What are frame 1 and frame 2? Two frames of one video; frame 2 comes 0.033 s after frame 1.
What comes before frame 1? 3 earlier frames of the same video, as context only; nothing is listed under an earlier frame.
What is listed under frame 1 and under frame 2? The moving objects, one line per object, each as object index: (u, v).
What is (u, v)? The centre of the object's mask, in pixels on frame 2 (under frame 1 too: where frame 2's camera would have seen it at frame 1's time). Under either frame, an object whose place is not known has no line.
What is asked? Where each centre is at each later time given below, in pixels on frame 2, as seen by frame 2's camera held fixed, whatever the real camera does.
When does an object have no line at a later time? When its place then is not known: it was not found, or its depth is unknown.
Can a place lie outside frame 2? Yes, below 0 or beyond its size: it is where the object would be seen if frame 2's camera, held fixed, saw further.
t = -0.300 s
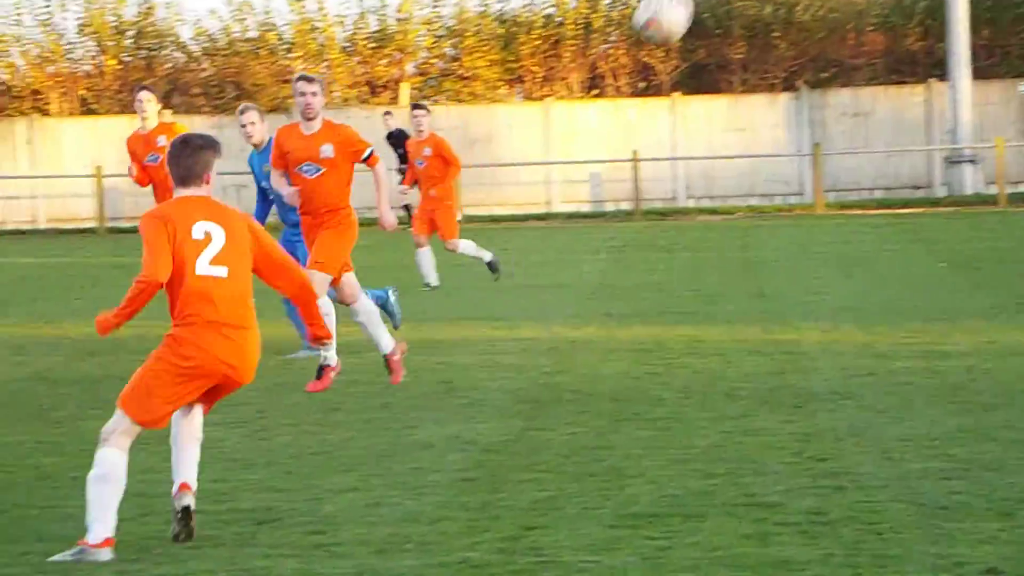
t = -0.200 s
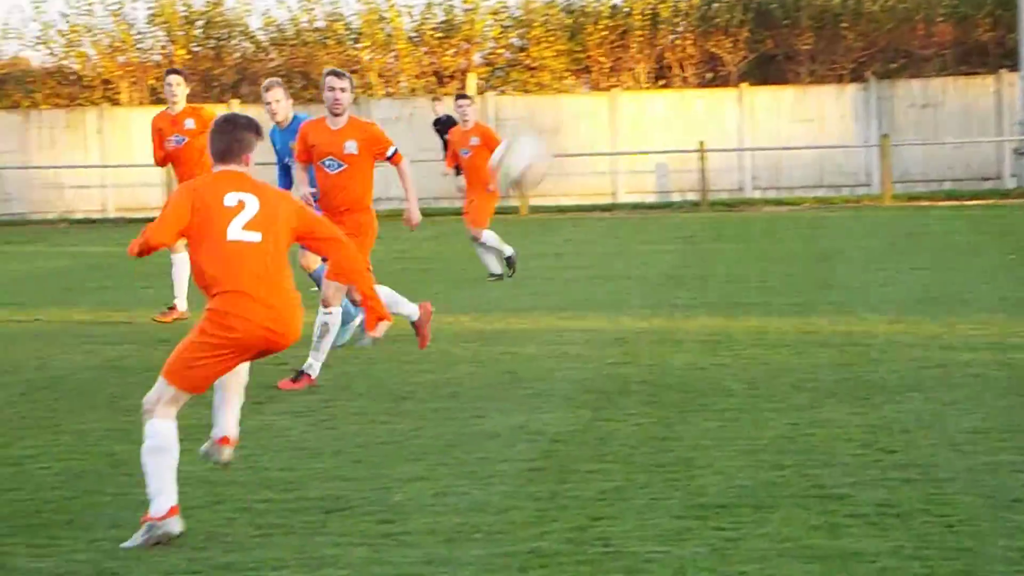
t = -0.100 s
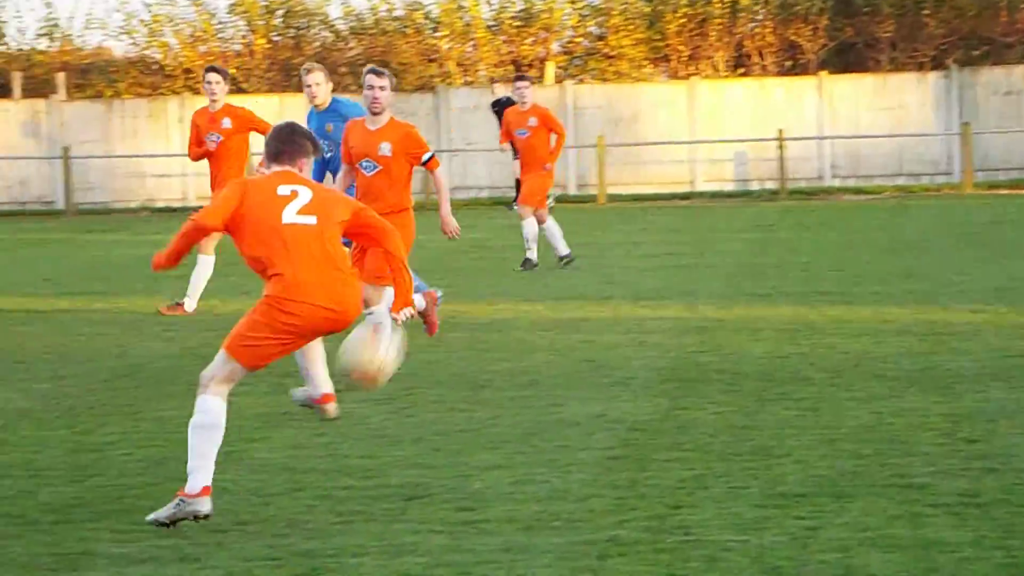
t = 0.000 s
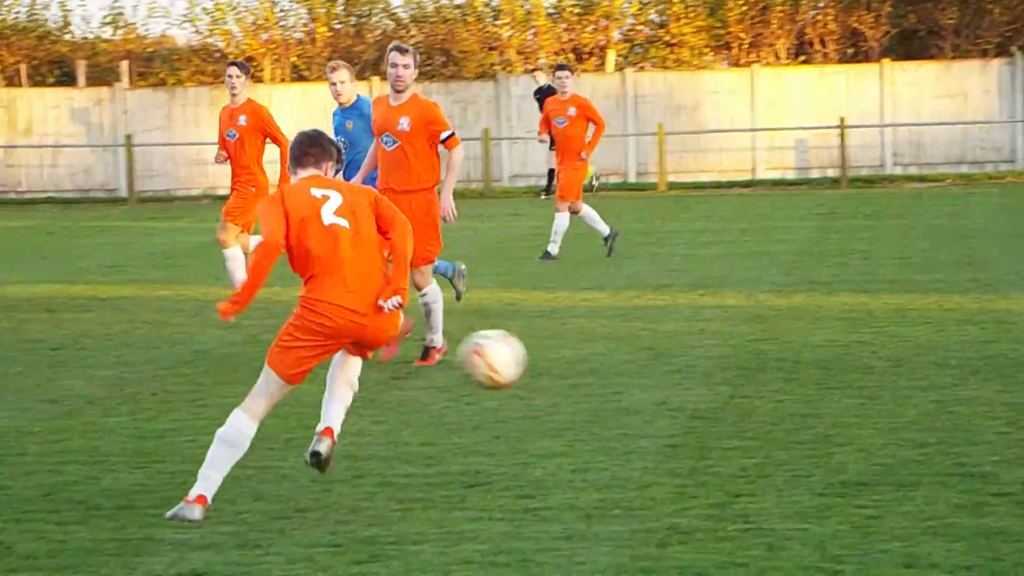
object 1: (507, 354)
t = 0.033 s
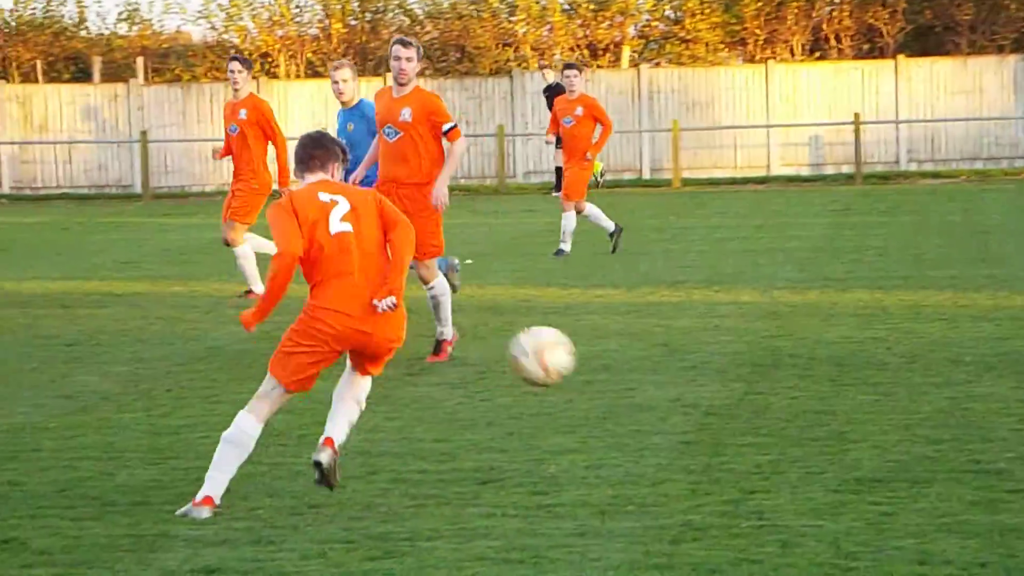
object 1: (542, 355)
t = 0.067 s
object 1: (578, 360)
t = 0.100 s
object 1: (614, 367)
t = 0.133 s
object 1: (652, 376)
